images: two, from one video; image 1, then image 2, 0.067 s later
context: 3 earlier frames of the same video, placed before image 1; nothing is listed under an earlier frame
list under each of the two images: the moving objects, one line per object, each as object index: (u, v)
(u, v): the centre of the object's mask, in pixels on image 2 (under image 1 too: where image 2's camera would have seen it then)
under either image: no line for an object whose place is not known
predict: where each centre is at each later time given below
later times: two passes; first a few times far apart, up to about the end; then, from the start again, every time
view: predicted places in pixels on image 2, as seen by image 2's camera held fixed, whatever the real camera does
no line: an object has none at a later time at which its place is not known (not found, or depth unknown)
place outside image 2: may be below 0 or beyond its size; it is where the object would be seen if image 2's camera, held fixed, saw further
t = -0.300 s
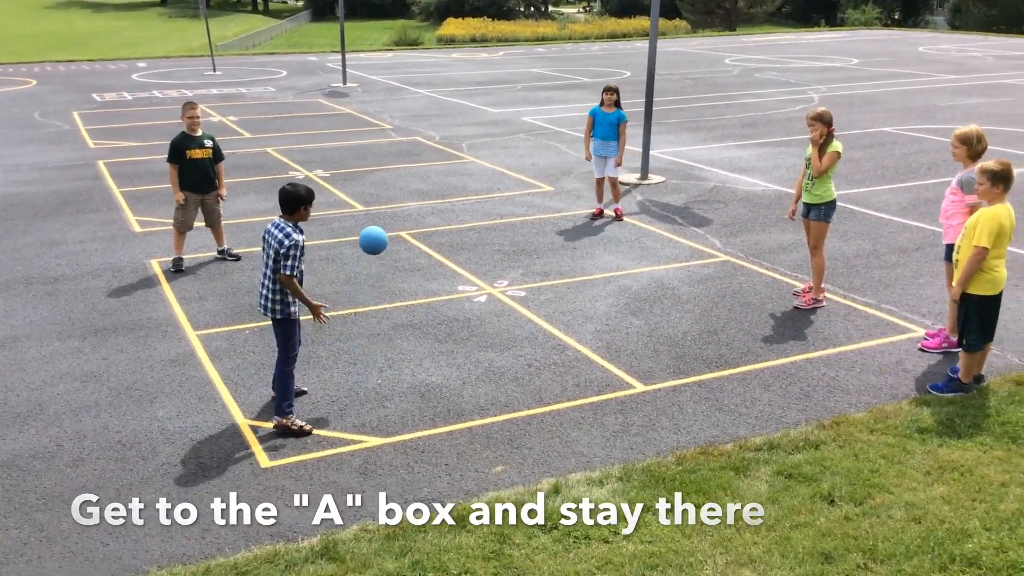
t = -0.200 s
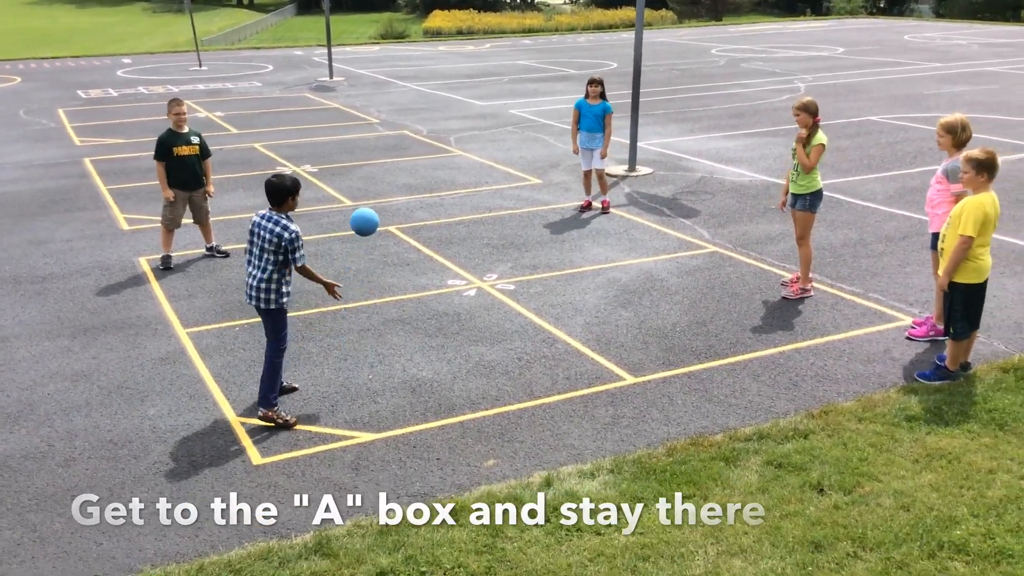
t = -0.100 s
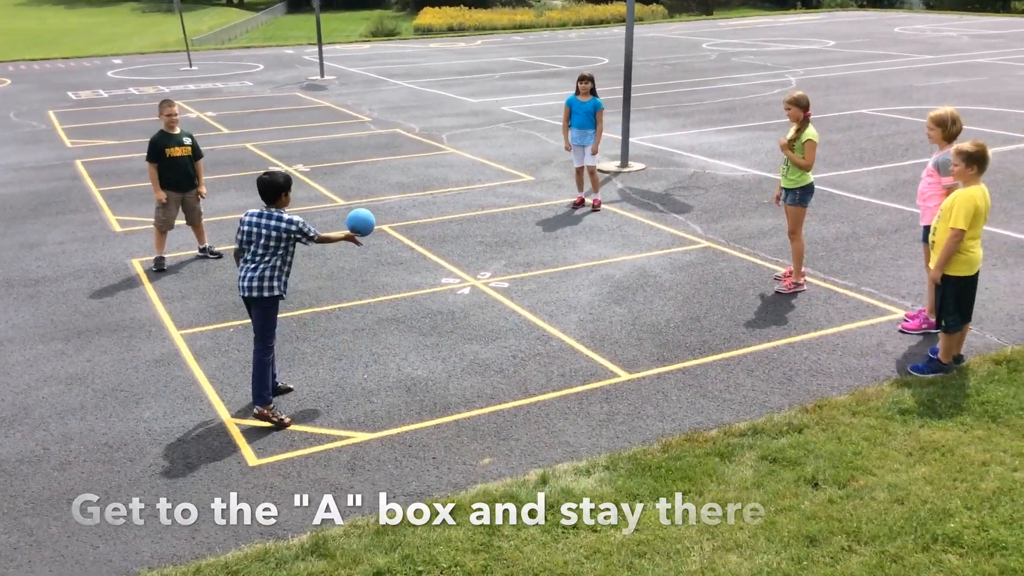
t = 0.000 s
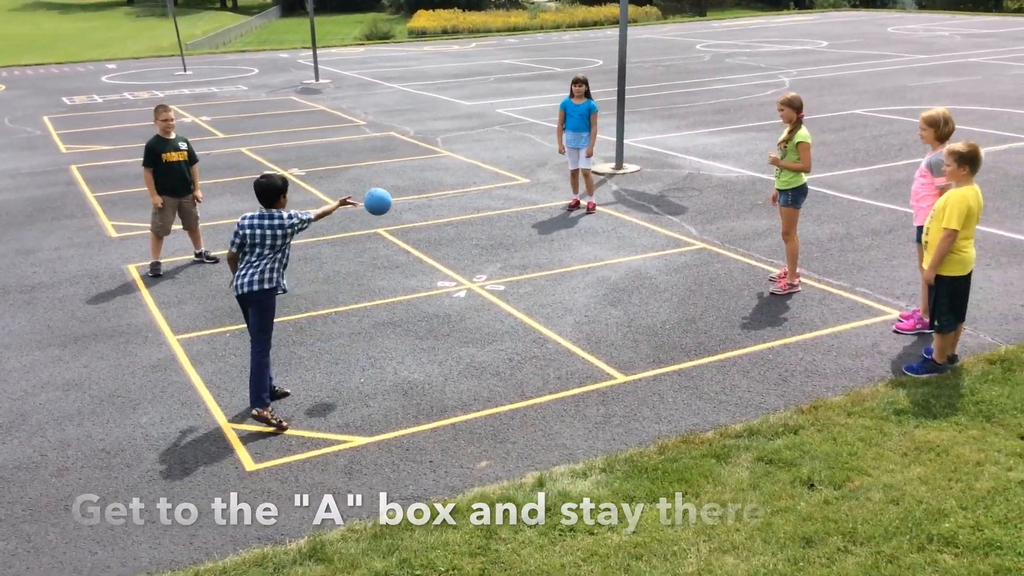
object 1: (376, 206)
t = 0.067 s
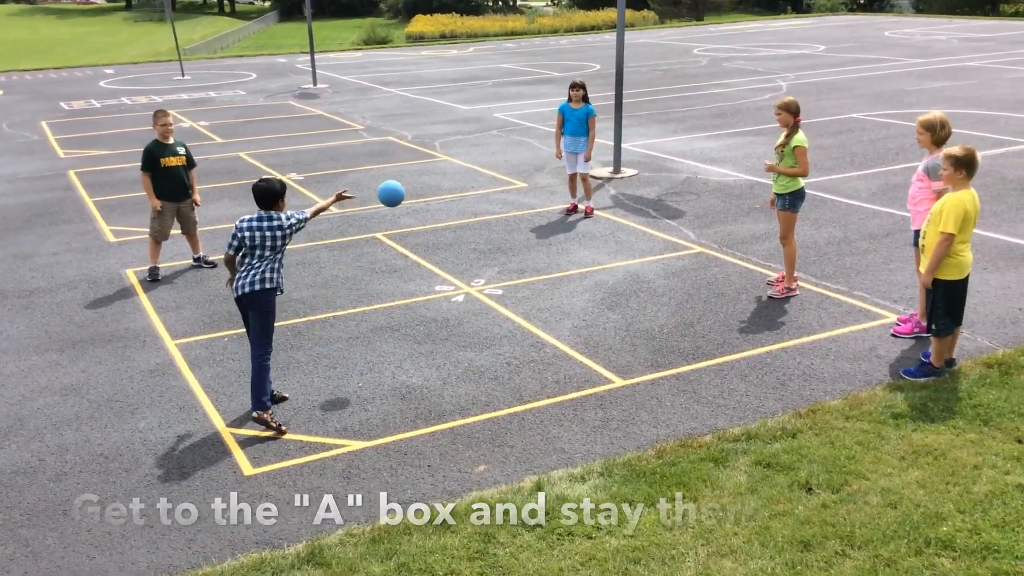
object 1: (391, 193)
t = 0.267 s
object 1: (436, 194)
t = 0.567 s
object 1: (494, 285)
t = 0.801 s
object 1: (525, 198)
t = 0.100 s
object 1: (398, 190)
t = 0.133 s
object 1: (406, 187)
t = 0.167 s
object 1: (414, 187)
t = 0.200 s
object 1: (421, 188)
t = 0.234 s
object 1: (429, 190)
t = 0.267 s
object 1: (436, 194)
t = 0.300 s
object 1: (443, 199)
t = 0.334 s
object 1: (450, 206)
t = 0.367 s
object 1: (457, 214)
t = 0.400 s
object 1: (463, 224)
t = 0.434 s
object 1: (469, 234)
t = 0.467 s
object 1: (476, 245)
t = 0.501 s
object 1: (482, 257)
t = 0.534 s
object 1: (488, 270)
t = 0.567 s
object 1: (494, 285)
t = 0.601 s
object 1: (499, 280)
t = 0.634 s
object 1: (504, 264)
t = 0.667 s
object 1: (508, 248)
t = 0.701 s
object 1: (512, 234)
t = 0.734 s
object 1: (517, 221)
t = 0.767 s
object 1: (521, 209)
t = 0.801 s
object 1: (525, 198)
